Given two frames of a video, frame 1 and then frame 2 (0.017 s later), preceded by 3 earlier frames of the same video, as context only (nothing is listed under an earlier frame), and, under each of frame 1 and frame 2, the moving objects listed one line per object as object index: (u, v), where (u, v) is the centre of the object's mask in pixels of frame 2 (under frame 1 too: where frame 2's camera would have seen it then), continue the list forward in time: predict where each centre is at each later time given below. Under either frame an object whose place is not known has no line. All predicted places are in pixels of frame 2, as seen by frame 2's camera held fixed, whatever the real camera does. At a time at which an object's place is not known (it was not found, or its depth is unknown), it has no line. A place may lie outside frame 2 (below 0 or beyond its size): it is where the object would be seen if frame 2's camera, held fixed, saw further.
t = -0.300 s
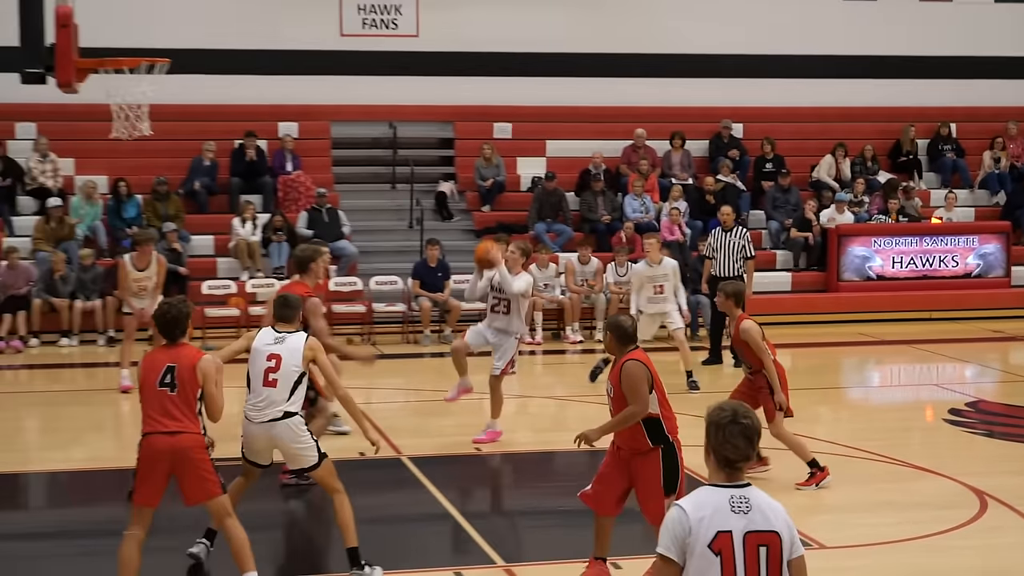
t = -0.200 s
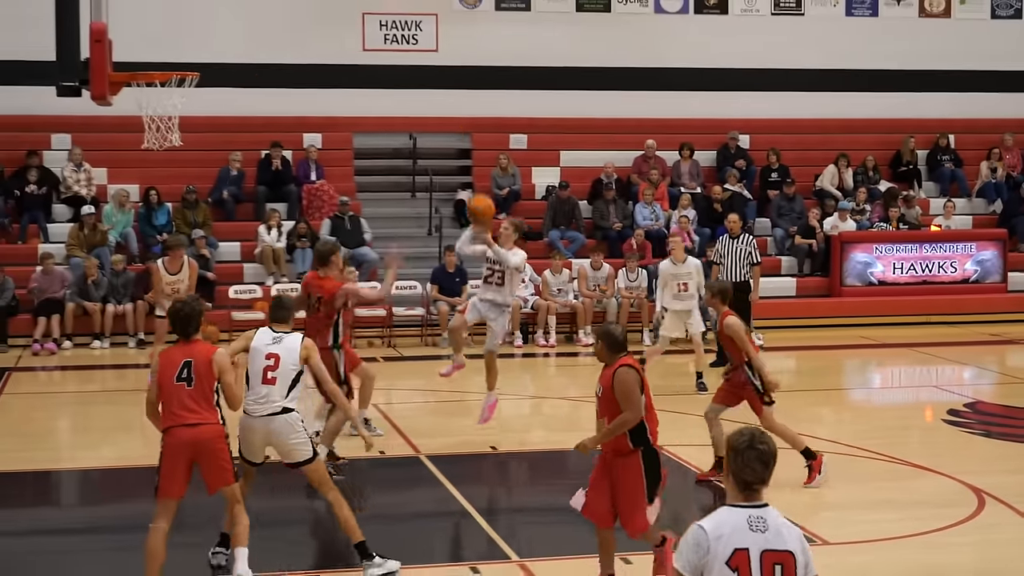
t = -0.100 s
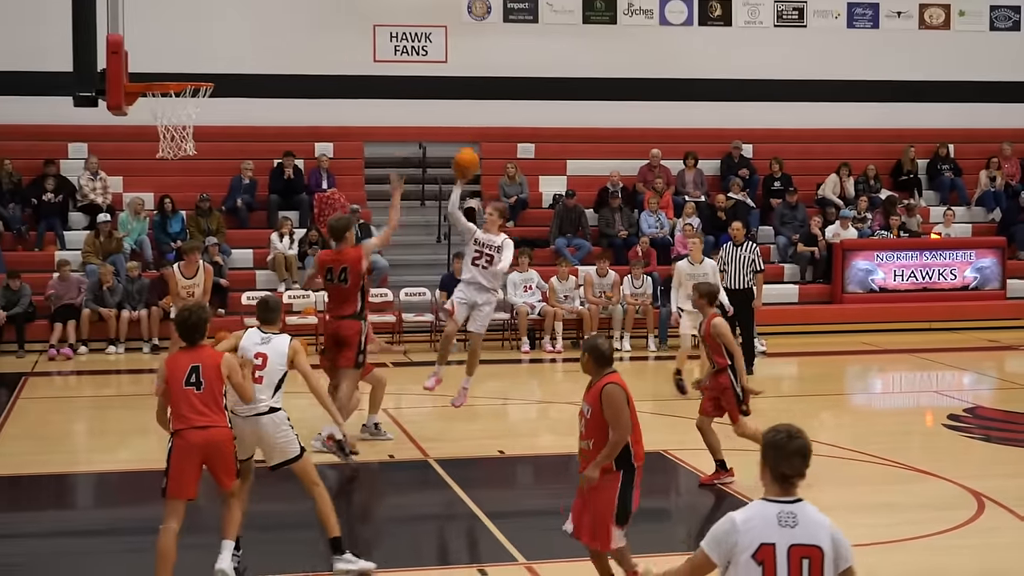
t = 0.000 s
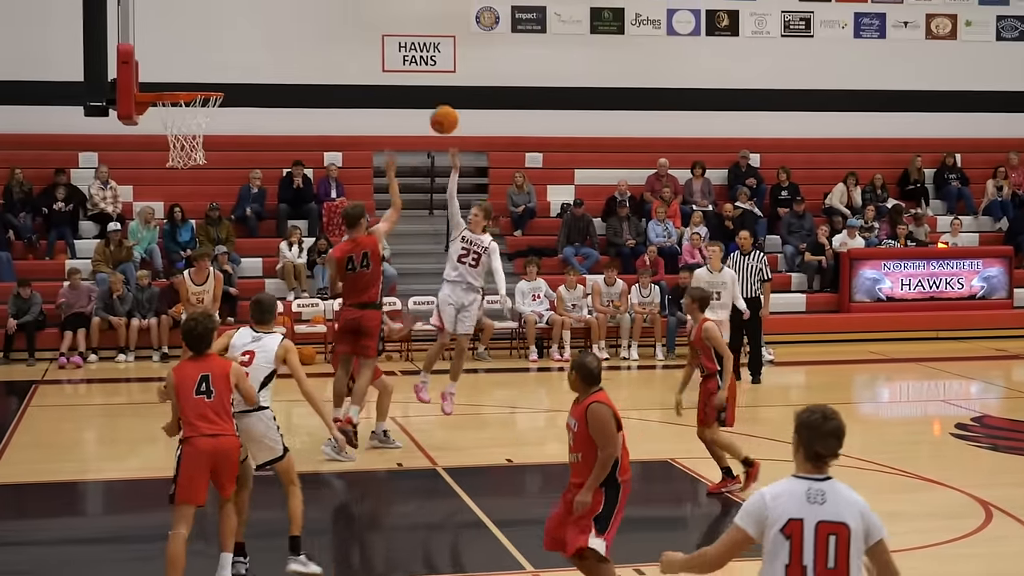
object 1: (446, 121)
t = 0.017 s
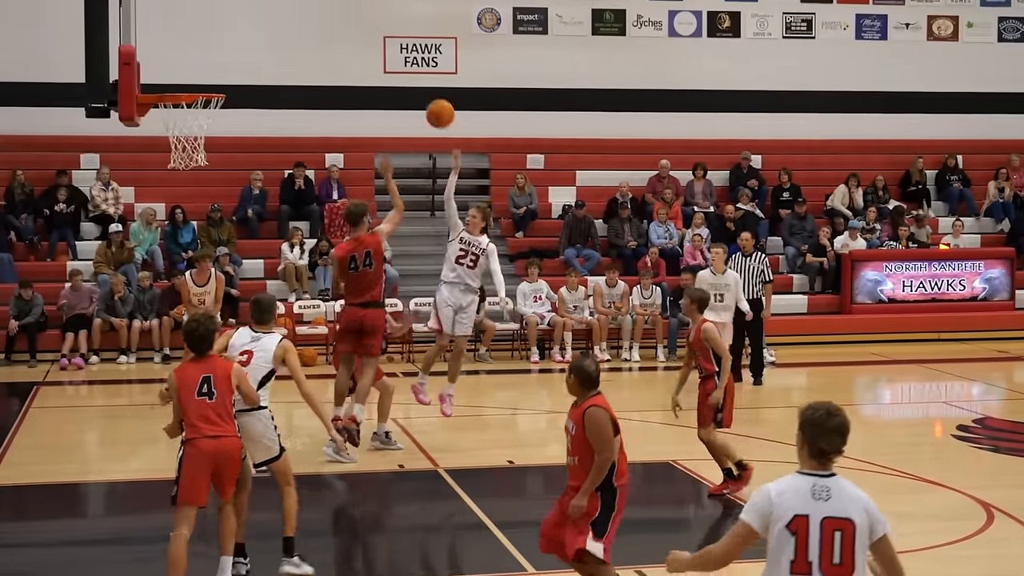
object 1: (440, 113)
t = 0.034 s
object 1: (434, 104)
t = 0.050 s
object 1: (428, 98)
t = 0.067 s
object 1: (423, 91)
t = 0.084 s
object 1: (417, 85)
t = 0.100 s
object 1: (411, 78)
